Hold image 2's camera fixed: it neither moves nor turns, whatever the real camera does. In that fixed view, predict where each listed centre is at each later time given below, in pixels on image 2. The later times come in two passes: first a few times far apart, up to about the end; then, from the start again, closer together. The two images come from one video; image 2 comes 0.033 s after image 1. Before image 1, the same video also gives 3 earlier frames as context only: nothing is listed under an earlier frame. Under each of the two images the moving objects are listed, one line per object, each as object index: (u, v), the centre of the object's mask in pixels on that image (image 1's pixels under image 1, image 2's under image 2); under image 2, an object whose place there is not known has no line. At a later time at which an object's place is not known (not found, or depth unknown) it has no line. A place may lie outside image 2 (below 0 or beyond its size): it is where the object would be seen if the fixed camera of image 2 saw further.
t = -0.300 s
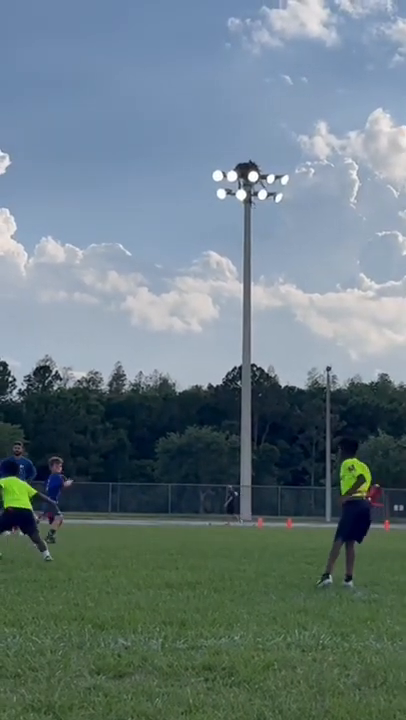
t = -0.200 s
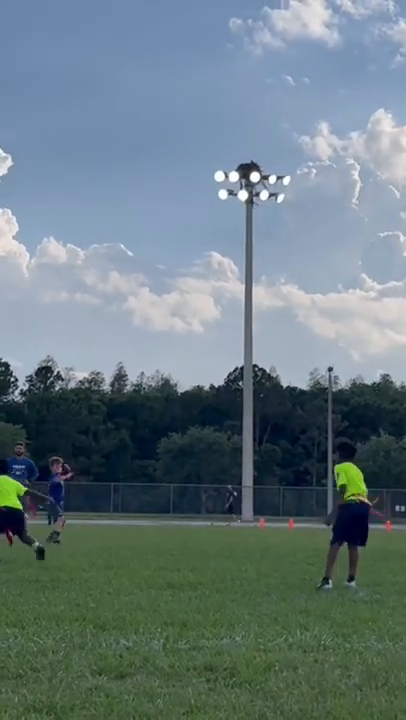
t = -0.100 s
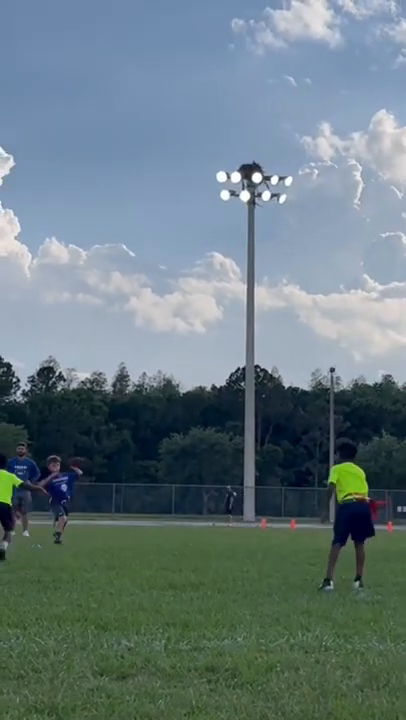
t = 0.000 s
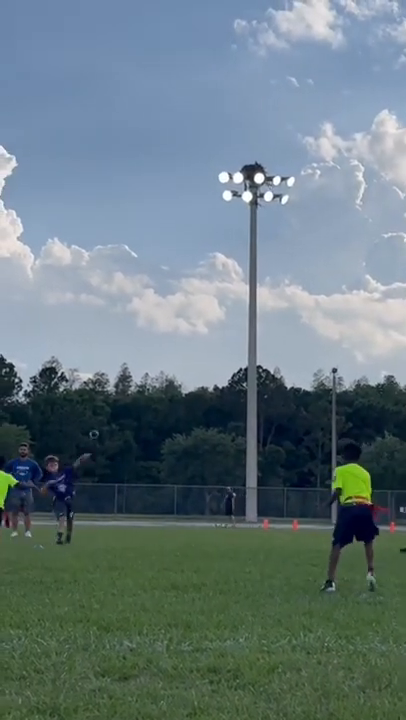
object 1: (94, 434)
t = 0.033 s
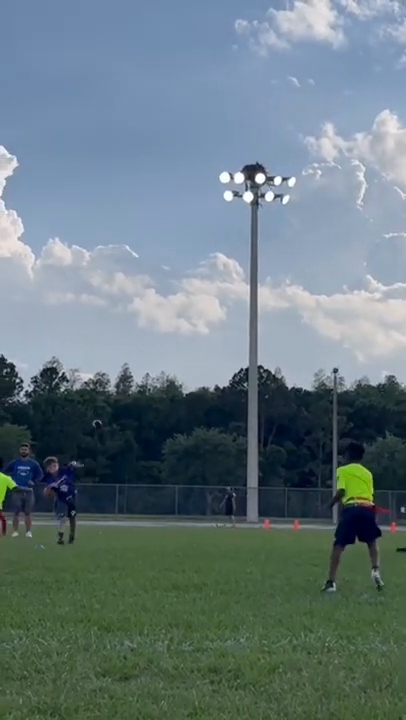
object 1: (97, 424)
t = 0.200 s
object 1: (110, 380)
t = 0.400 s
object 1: (133, 345)
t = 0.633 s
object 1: (174, 346)
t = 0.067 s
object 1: (99, 415)
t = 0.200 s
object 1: (110, 380)
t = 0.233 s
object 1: (113, 373)
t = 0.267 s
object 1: (116, 366)
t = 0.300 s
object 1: (120, 359)
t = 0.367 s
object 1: (129, 349)
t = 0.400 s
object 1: (133, 345)
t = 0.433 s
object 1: (139, 342)
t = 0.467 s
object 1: (144, 340)
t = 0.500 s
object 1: (149, 339)
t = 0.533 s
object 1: (155, 339)
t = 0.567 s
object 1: (161, 340)
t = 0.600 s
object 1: (168, 342)
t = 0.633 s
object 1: (174, 346)
